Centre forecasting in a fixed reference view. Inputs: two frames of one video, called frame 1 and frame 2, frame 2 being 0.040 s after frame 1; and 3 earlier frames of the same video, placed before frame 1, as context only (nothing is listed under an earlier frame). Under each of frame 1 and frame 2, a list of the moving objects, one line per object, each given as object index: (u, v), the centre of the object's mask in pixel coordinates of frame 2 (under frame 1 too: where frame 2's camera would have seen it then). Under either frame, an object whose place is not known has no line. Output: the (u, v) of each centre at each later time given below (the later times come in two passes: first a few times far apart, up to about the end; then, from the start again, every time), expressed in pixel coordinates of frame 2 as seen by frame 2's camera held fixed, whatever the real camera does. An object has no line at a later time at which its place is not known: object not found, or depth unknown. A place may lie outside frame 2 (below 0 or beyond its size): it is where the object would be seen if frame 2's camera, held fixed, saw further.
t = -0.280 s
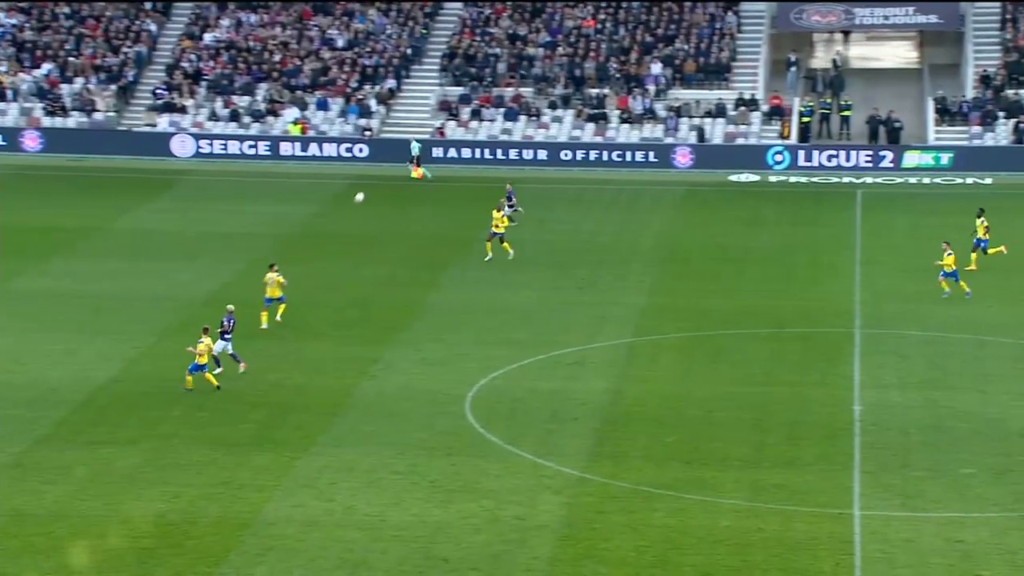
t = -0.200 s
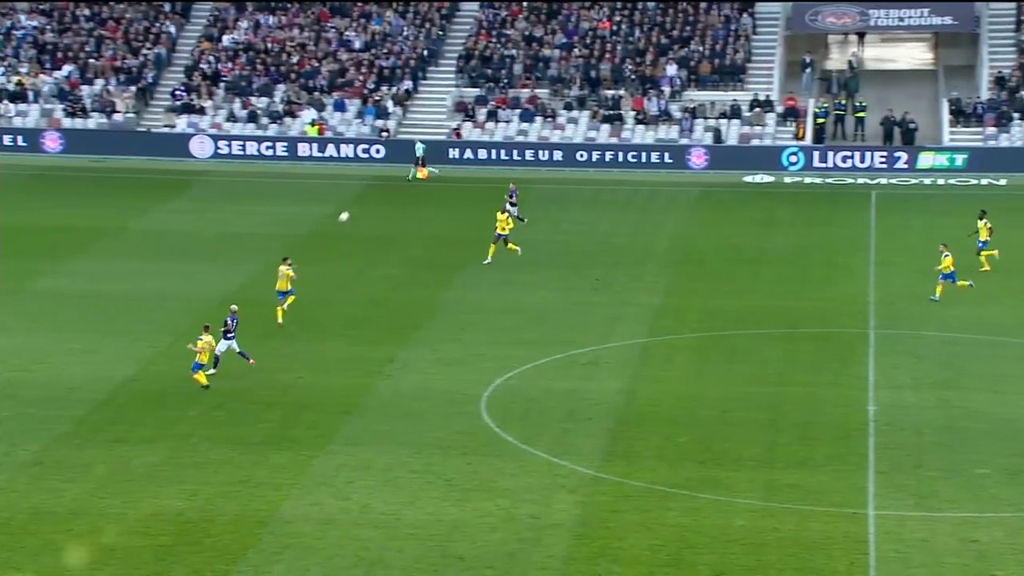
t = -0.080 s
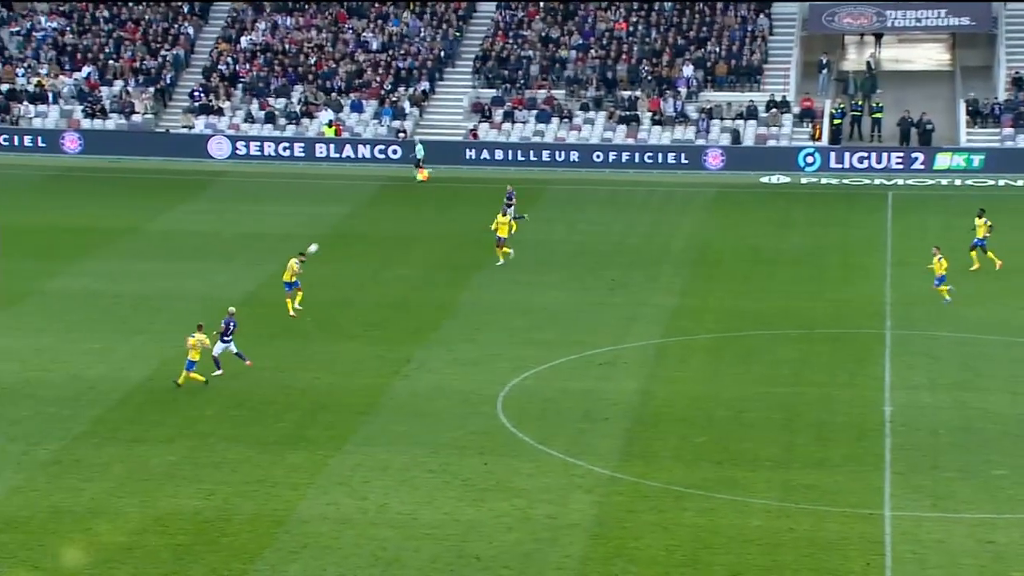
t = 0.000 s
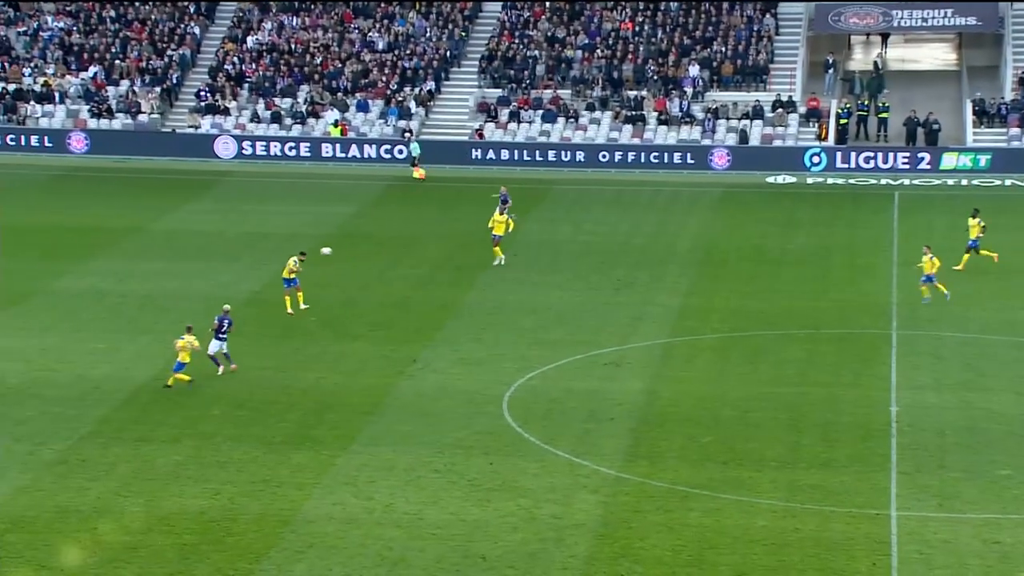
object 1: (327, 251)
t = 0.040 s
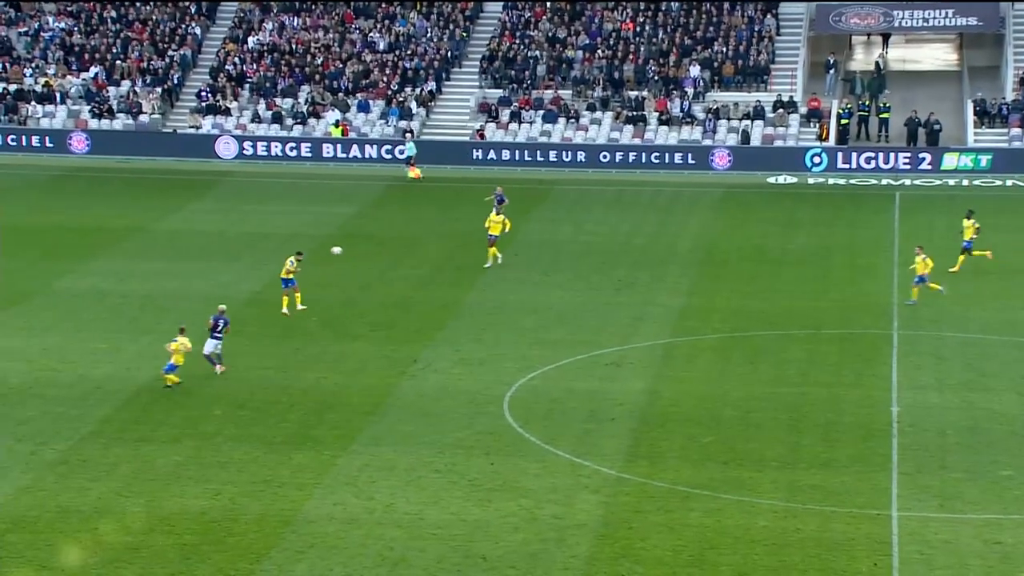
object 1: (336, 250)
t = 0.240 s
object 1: (384, 255)
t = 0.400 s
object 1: (422, 270)
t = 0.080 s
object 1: (346, 250)
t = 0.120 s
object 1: (355, 251)
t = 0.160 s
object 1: (365, 251)
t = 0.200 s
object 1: (375, 253)
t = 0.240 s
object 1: (384, 255)
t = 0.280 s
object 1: (394, 258)
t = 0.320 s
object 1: (403, 261)
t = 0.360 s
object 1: (413, 265)
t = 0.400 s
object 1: (422, 270)
